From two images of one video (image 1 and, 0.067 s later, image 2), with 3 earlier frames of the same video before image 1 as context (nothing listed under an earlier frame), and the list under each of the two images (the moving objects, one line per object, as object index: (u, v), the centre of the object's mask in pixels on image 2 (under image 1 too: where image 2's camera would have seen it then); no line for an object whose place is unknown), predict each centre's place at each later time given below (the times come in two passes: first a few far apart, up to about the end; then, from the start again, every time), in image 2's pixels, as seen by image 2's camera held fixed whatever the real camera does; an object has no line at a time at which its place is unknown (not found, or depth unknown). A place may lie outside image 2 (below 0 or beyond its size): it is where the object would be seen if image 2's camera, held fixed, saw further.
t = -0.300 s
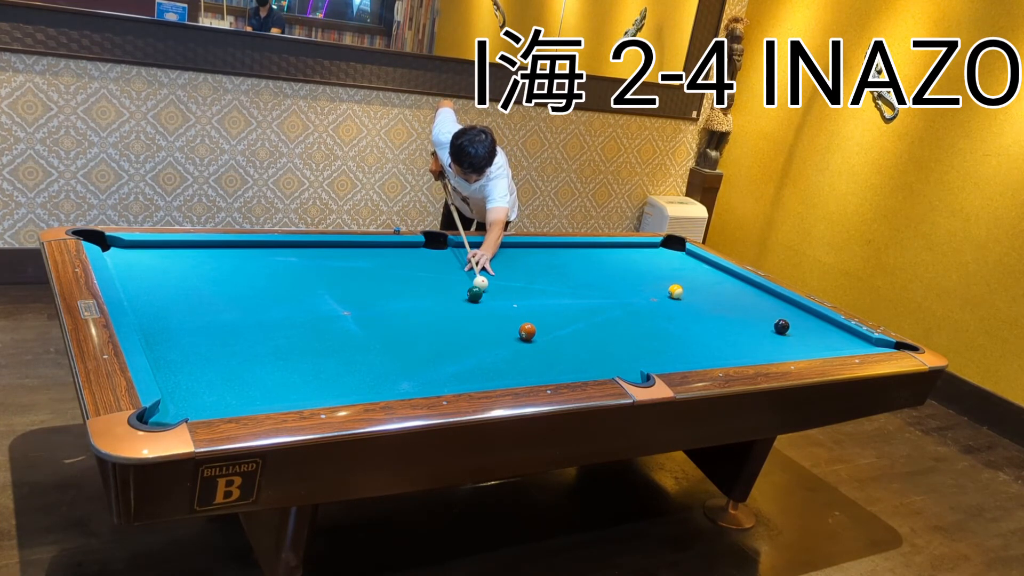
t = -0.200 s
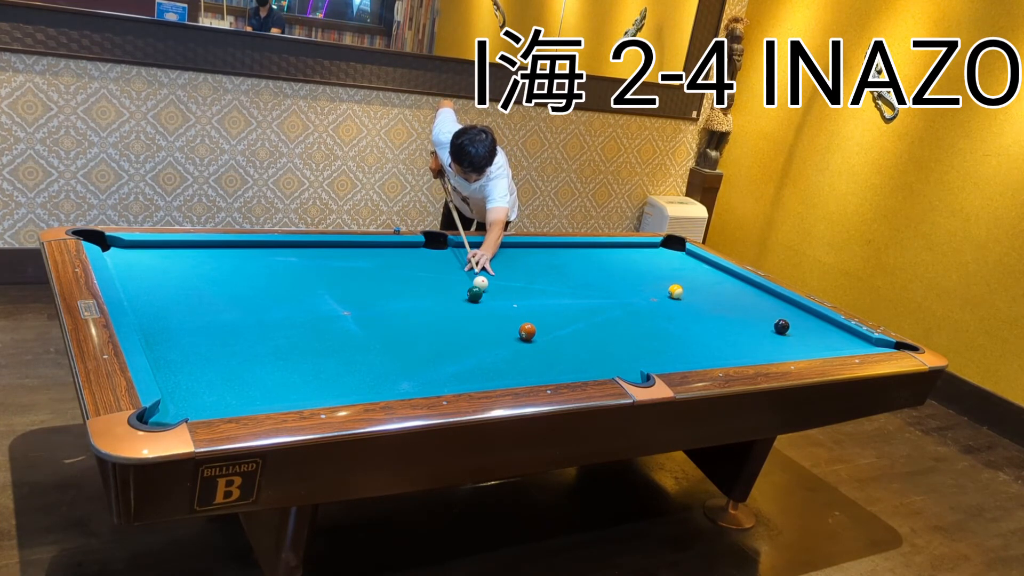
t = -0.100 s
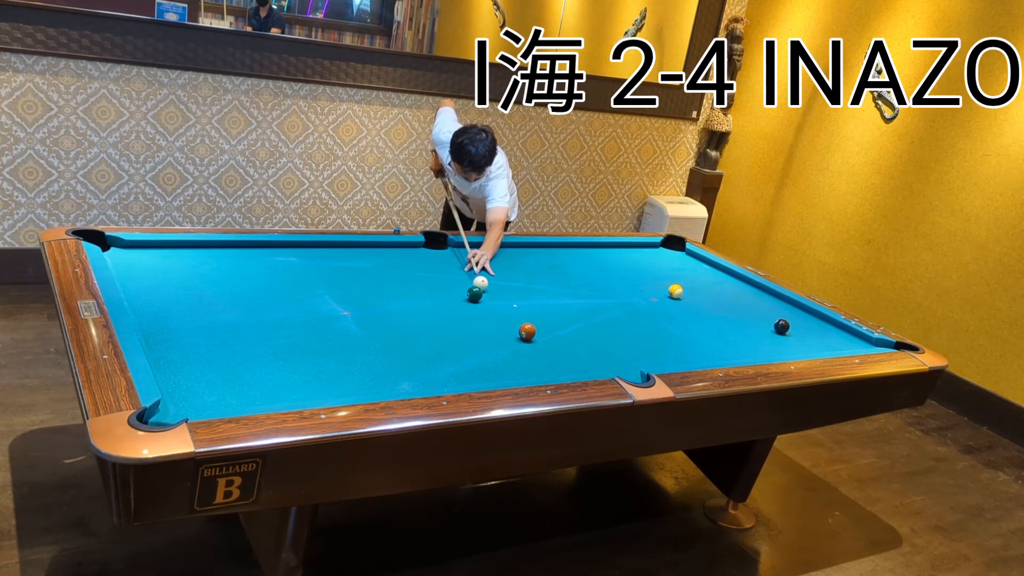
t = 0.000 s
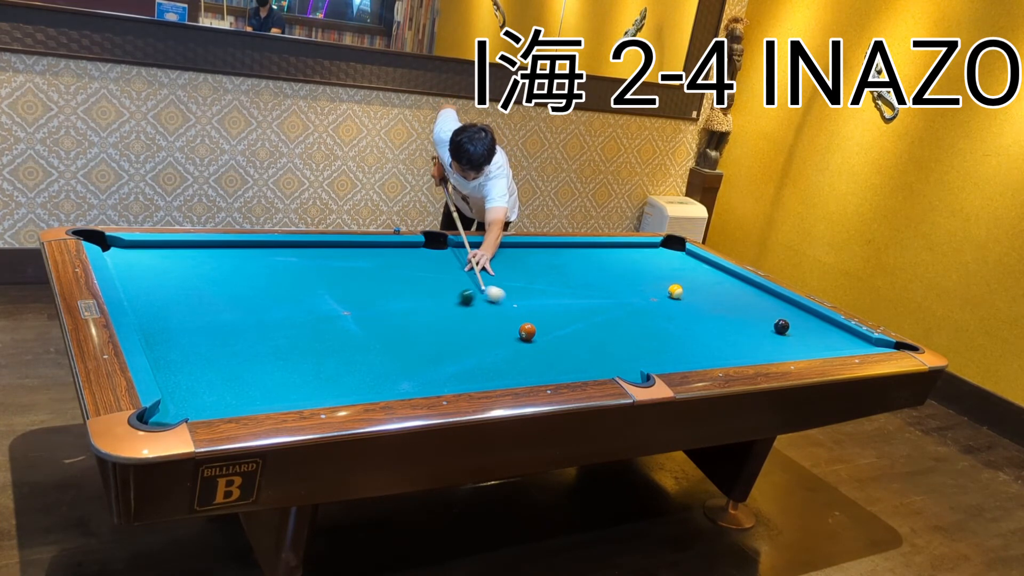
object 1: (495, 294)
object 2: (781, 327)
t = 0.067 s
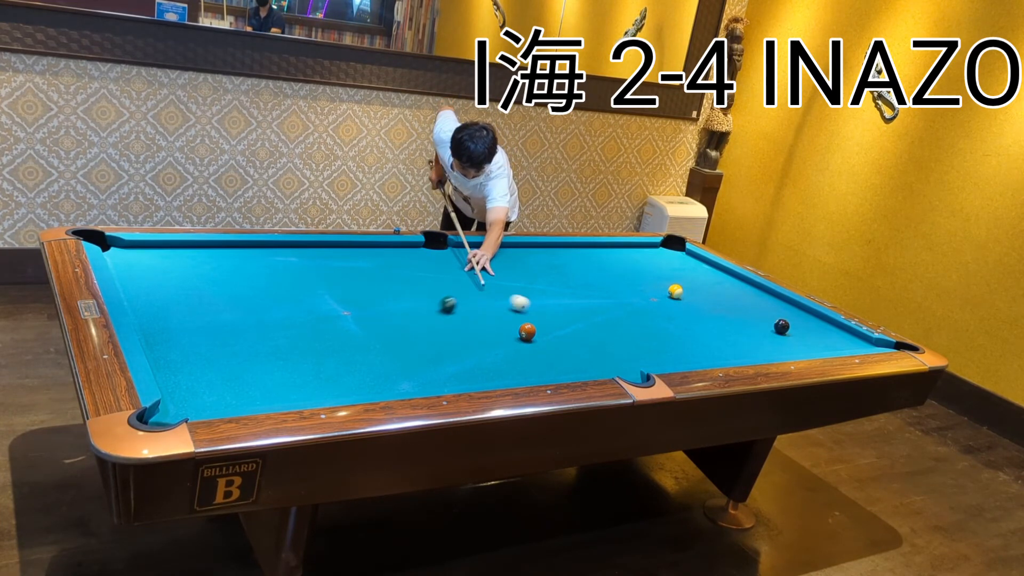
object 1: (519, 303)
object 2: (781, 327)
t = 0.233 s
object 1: (573, 320)
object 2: (781, 327)
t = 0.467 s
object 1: (638, 338)
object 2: (781, 327)
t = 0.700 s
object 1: (704, 355)
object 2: (781, 327)
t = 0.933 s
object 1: (734, 351)
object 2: (781, 327)
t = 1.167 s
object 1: (749, 339)
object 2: (781, 327)
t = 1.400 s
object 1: (763, 329)
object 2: (781, 327)
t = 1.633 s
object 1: (761, 317)
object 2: (793, 328)
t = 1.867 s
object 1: (753, 307)
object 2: (808, 330)
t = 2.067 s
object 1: (747, 298)
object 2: (821, 332)
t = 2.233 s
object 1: (742, 292)
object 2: (831, 333)
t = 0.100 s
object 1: (531, 307)
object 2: (781, 327)
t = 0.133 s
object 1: (542, 310)
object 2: (781, 327)
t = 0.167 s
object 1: (553, 314)
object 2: (781, 327)
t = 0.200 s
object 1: (563, 317)
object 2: (781, 327)
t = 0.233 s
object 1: (573, 320)
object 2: (781, 327)
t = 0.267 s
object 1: (582, 323)
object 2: (781, 327)
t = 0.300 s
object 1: (592, 326)
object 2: (781, 327)
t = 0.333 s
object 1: (601, 328)
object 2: (781, 327)
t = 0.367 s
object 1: (610, 331)
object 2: (781, 327)
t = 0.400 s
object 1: (619, 333)
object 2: (781, 327)
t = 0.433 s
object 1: (629, 336)
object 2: (781, 327)
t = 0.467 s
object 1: (638, 338)
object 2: (781, 327)
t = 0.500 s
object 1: (647, 341)
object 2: (781, 327)
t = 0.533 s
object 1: (657, 343)
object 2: (781, 327)
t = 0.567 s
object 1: (667, 346)
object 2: (781, 327)
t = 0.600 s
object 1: (676, 348)
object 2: (781, 327)
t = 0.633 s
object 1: (686, 351)
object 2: (781, 327)
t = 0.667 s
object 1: (695, 353)
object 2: (781, 327)
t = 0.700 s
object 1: (704, 355)
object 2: (781, 327)
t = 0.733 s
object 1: (714, 356)
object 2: (781, 327)
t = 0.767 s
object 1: (722, 357)
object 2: (781, 327)
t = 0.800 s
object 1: (724, 356)
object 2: (781, 327)
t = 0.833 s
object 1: (727, 354)
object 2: (781, 327)
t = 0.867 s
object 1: (729, 353)
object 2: (781, 327)
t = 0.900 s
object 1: (732, 352)
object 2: (781, 327)
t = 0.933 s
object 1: (734, 351)
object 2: (781, 327)
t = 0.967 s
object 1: (736, 349)
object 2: (781, 327)
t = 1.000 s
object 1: (739, 347)
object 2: (781, 327)
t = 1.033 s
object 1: (741, 346)
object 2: (781, 327)
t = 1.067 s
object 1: (743, 344)
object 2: (781, 327)
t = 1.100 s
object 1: (745, 342)
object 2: (781, 327)
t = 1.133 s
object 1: (747, 341)
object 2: (781, 327)
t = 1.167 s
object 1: (749, 339)
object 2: (781, 327)
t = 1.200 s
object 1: (751, 337)
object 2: (781, 327)
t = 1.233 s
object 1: (753, 336)
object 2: (781, 327)
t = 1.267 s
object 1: (755, 334)
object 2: (781, 327)
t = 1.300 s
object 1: (757, 333)
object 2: (781, 327)
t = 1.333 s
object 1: (759, 332)
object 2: (781, 327)
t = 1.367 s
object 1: (761, 330)
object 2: (781, 327)
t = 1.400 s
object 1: (763, 329)
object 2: (781, 327)
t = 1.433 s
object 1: (765, 327)
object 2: (781, 327)
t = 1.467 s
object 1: (767, 326)
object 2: (782, 327)
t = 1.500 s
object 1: (766, 324)
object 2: (783, 327)
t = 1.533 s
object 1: (765, 322)
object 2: (786, 327)
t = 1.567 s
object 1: (764, 321)
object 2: (788, 328)
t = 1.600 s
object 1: (763, 319)
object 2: (791, 328)
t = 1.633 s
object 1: (761, 317)
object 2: (793, 328)
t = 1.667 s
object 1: (760, 316)
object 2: (795, 328)
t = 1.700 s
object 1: (759, 314)
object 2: (798, 329)
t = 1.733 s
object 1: (758, 313)
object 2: (800, 329)
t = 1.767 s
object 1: (756, 311)
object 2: (802, 329)
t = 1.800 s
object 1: (755, 310)
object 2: (804, 329)
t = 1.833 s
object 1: (754, 308)
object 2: (806, 330)
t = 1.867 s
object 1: (753, 307)
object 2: (808, 330)
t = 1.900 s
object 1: (752, 305)
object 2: (811, 330)
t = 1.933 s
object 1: (751, 304)
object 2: (813, 331)
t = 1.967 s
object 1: (750, 302)
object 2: (815, 331)
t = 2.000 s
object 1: (749, 301)
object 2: (817, 331)
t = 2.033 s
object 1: (748, 300)
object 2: (819, 331)
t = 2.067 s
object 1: (747, 298)
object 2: (821, 332)
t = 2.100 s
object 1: (746, 297)
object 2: (823, 332)
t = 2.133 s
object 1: (745, 296)
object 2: (825, 332)
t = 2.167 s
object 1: (744, 294)
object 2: (827, 332)
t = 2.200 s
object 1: (743, 293)
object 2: (829, 333)
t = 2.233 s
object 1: (742, 292)
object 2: (831, 333)
